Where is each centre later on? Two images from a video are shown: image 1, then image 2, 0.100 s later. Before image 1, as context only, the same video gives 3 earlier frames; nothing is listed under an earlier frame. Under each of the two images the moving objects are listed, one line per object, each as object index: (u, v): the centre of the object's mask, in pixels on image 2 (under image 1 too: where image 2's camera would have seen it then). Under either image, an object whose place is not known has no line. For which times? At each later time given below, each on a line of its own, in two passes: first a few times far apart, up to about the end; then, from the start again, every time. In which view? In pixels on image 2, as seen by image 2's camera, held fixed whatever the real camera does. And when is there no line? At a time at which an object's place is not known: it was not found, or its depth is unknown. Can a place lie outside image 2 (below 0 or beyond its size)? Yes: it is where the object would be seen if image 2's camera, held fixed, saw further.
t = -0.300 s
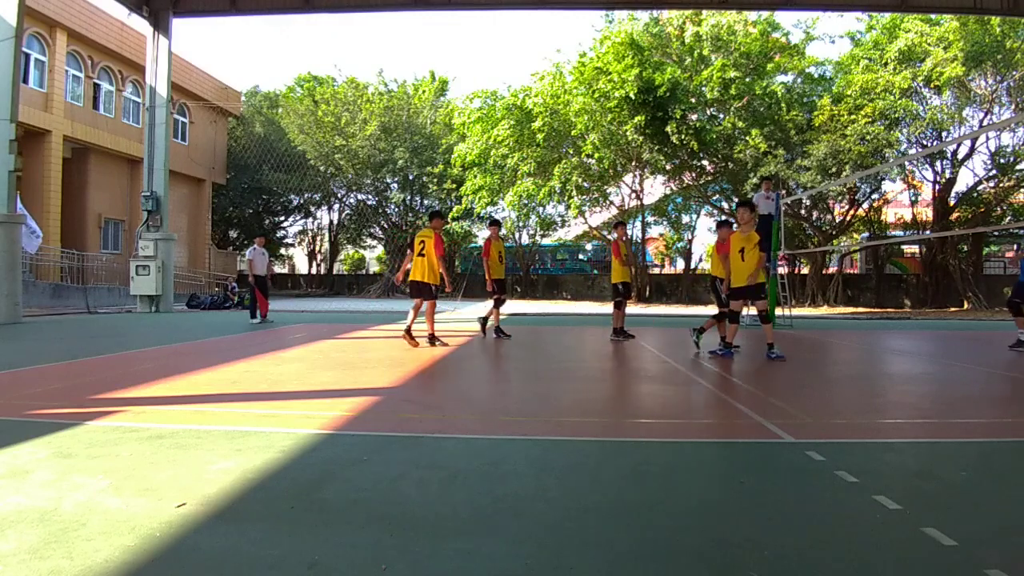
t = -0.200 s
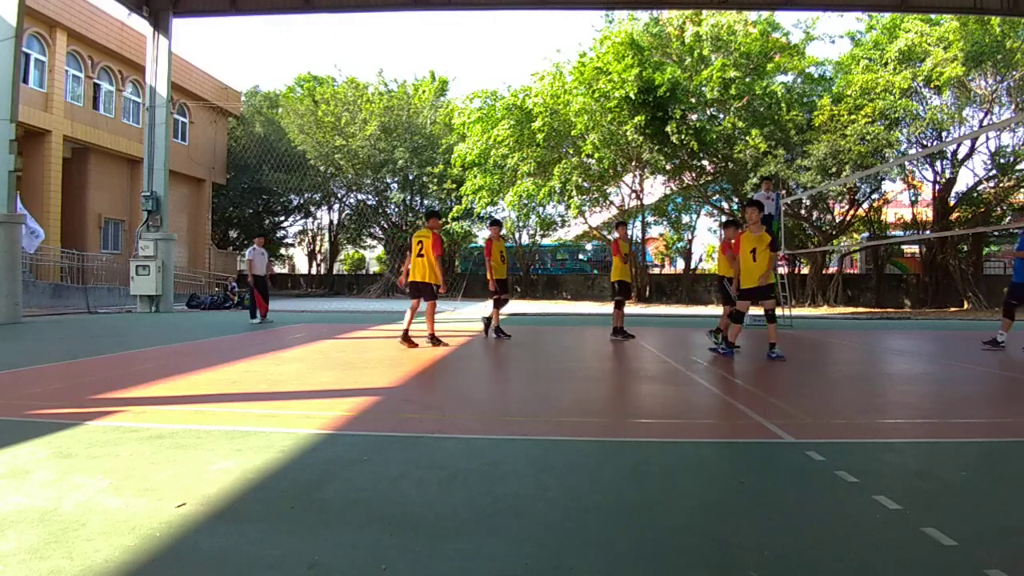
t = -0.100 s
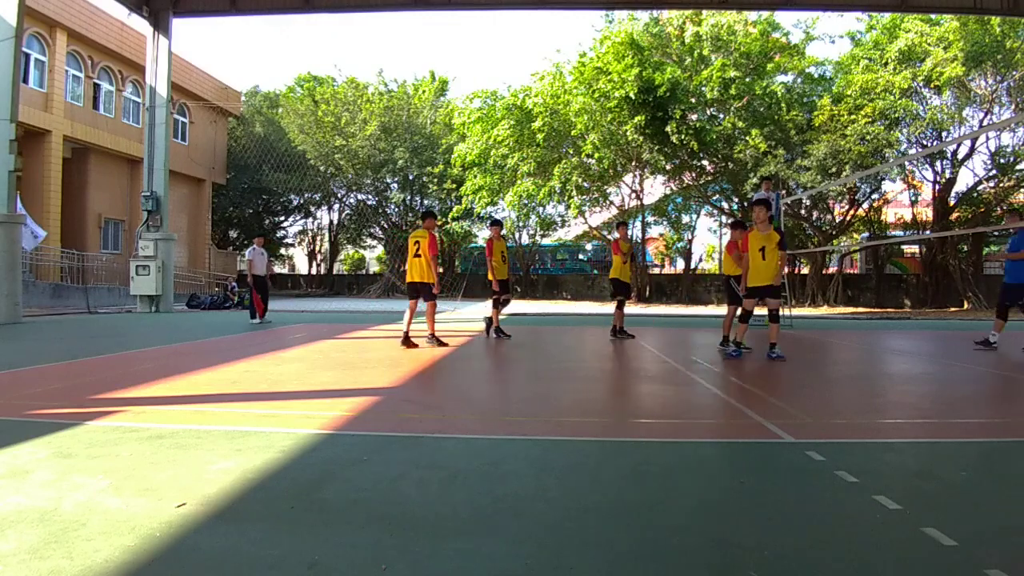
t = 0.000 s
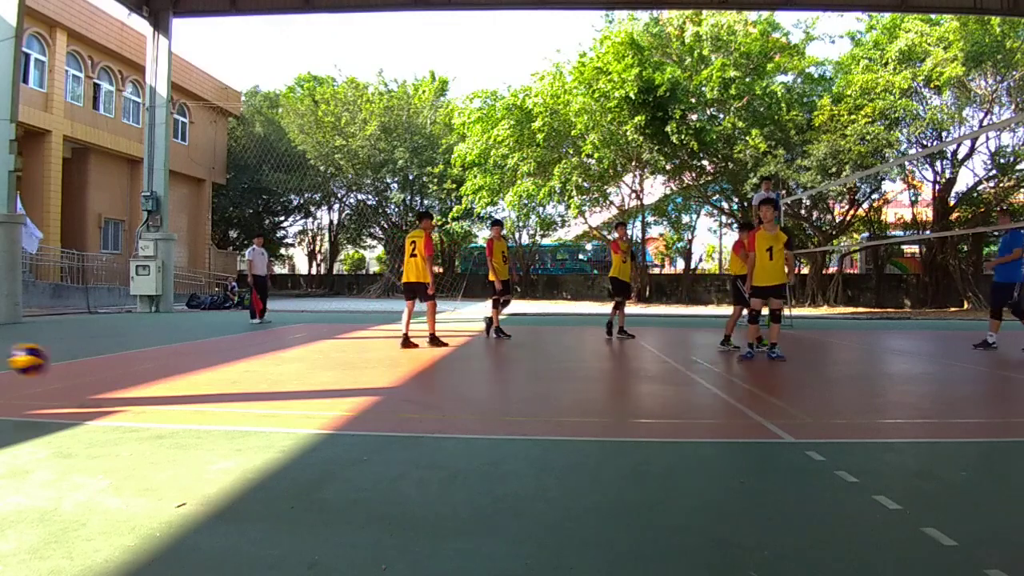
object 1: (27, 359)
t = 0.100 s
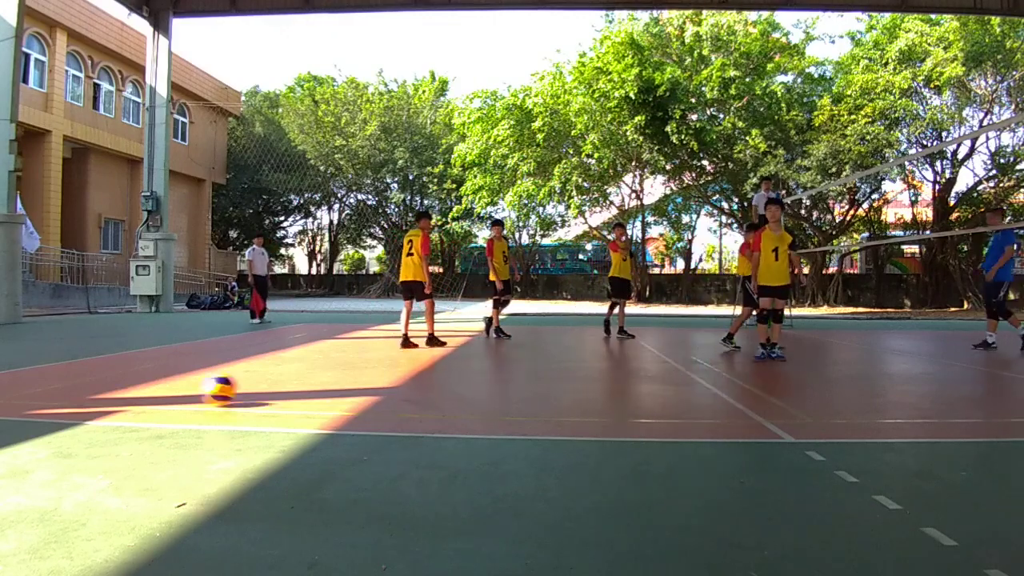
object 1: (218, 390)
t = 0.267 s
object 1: (423, 345)
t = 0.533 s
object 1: (702, 366)
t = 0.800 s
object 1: (917, 339)
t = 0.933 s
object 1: (1003, 346)
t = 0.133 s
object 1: (260, 377)
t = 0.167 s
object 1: (302, 365)
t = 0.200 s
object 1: (344, 357)
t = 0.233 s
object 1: (384, 349)
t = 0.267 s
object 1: (423, 345)
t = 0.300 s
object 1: (462, 341)
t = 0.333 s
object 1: (500, 339)
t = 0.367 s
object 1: (535, 340)
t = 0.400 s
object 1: (571, 342)
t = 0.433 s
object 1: (605, 346)
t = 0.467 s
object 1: (640, 351)
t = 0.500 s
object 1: (672, 358)
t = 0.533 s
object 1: (702, 366)
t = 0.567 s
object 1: (733, 375)
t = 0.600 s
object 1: (762, 376)
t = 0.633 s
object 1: (788, 364)
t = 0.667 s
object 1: (817, 357)
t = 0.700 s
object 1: (843, 349)
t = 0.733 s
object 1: (869, 344)
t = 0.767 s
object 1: (893, 341)
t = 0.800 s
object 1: (917, 339)
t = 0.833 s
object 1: (940, 339)
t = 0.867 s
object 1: (962, 340)
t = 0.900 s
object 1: (982, 342)
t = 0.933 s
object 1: (1003, 346)
